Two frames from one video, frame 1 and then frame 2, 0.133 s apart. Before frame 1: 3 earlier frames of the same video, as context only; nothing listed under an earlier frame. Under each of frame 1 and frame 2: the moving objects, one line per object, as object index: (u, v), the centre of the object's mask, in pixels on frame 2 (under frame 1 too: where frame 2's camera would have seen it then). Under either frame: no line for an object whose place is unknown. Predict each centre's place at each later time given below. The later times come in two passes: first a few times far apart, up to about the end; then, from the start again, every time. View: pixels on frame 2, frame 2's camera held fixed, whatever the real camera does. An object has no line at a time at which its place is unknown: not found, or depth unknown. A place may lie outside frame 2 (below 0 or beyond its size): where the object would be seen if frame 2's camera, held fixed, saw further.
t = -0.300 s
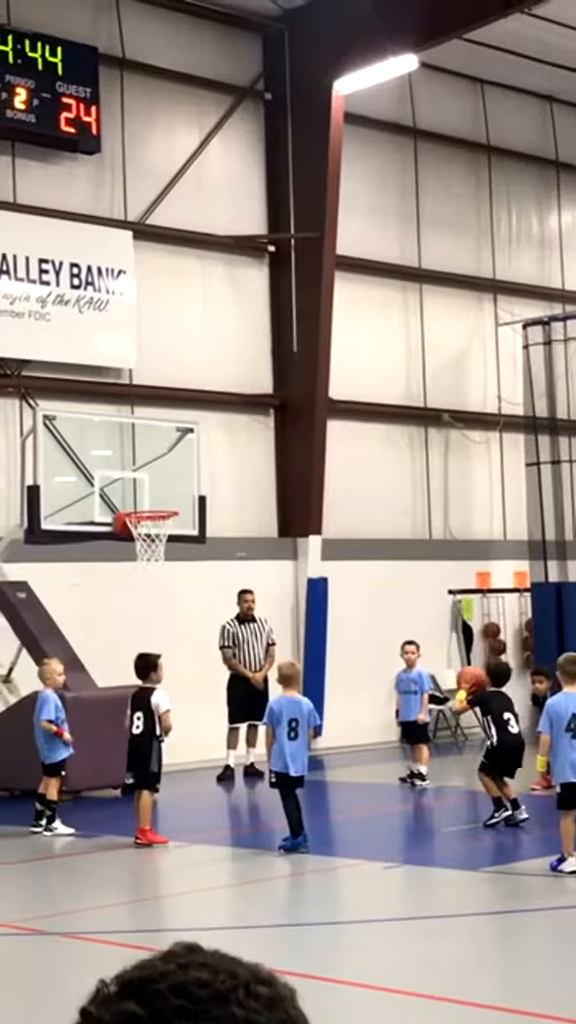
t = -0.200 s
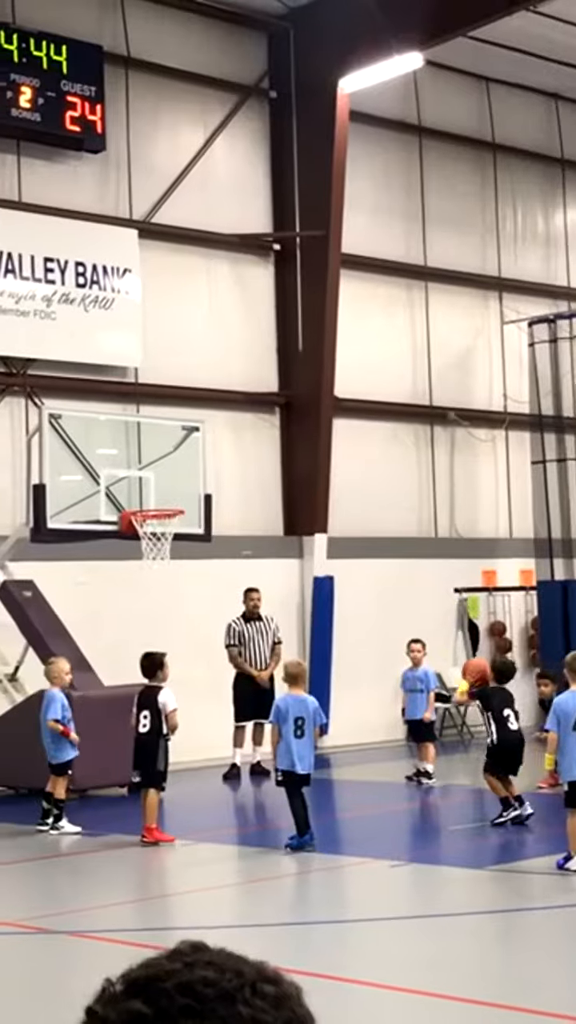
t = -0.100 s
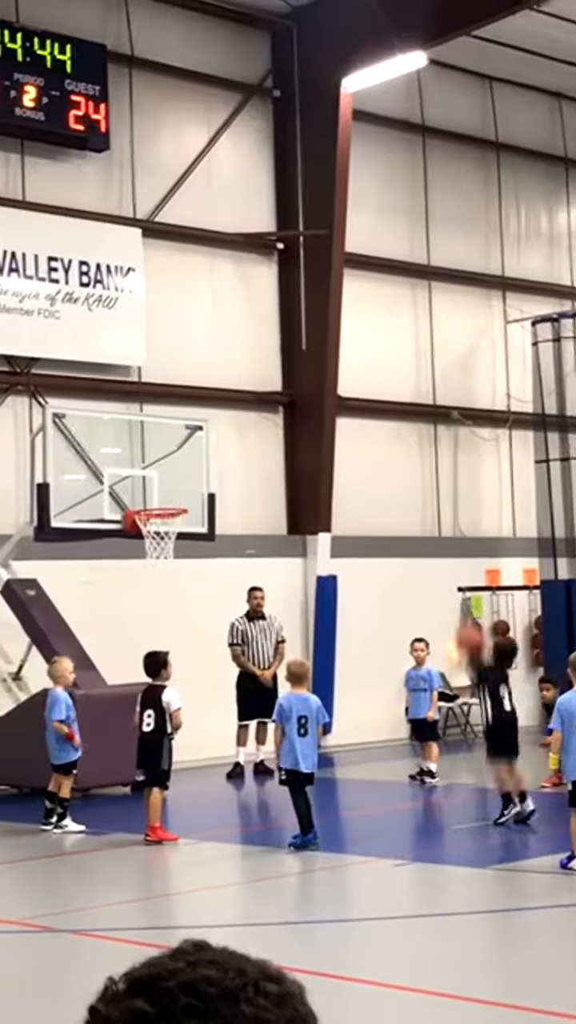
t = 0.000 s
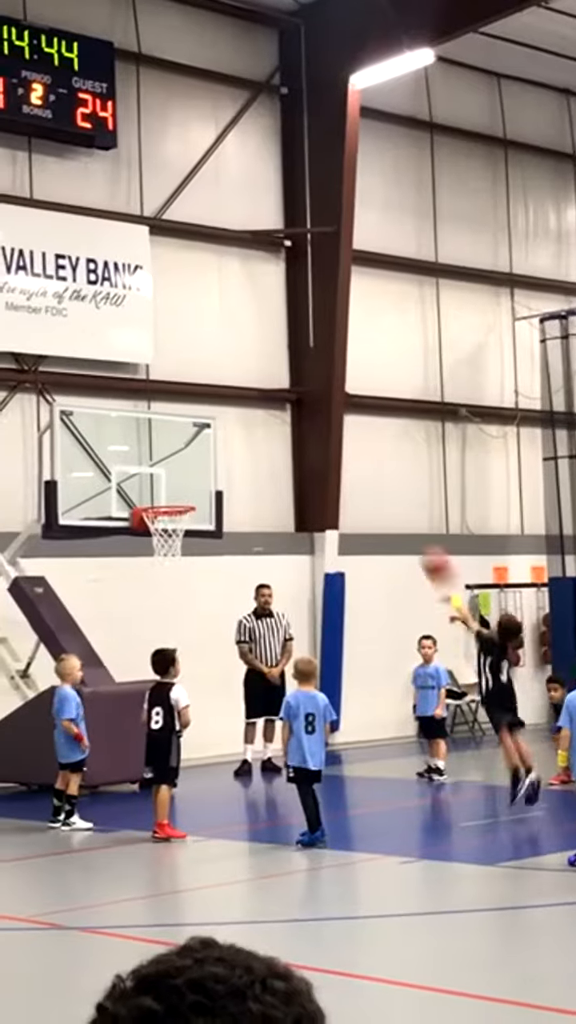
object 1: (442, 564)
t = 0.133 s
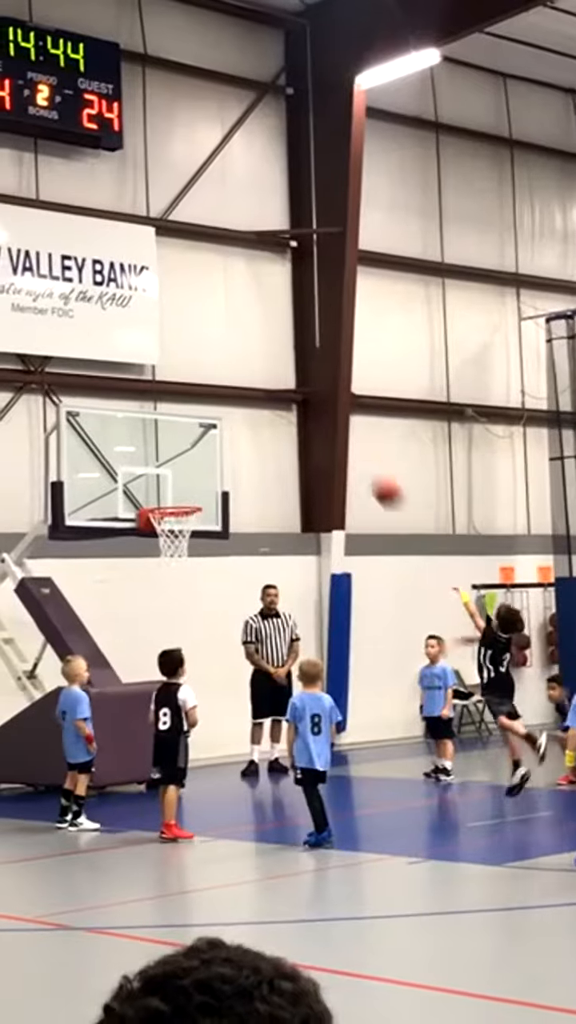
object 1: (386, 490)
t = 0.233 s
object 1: (348, 450)
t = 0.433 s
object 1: (280, 417)
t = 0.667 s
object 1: (209, 436)
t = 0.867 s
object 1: (154, 497)
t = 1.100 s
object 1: (178, 463)
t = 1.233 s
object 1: (195, 468)
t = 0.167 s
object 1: (374, 476)
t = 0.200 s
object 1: (362, 464)
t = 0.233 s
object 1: (348, 450)
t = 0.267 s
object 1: (337, 438)
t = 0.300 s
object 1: (326, 431)
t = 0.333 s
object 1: (314, 425)
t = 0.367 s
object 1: (301, 422)
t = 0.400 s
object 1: (291, 419)
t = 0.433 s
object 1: (280, 417)
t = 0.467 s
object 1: (269, 417)
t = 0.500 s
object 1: (258, 417)
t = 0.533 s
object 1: (249, 418)
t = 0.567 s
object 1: (238, 420)
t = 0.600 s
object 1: (228, 424)
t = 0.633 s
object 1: (218, 430)
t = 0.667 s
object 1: (209, 436)
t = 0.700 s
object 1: (200, 444)
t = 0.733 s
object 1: (190, 452)
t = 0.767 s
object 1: (182, 462)
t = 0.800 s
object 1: (172, 473)
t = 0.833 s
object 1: (163, 485)
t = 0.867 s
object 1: (154, 497)
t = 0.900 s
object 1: (153, 492)
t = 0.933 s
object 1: (157, 484)
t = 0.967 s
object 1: (161, 477)
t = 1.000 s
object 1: (166, 472)
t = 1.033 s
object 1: (170, 468)
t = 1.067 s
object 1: (174, 465)
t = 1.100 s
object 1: (178, 463)
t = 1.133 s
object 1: (182, 463)
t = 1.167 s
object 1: (187, 463)
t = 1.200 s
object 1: (191, 464)
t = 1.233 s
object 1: (195, 468)
